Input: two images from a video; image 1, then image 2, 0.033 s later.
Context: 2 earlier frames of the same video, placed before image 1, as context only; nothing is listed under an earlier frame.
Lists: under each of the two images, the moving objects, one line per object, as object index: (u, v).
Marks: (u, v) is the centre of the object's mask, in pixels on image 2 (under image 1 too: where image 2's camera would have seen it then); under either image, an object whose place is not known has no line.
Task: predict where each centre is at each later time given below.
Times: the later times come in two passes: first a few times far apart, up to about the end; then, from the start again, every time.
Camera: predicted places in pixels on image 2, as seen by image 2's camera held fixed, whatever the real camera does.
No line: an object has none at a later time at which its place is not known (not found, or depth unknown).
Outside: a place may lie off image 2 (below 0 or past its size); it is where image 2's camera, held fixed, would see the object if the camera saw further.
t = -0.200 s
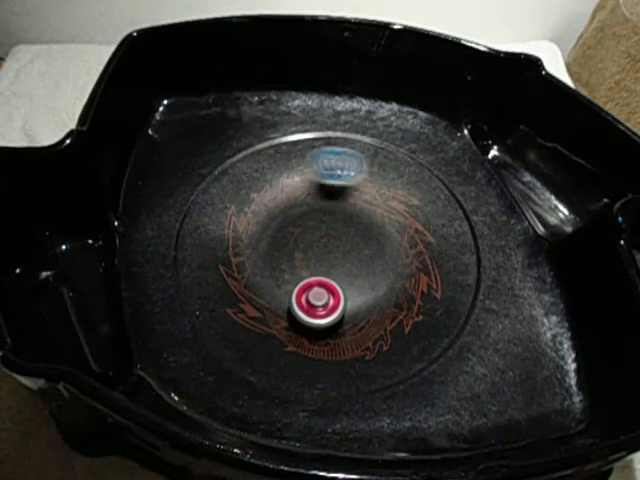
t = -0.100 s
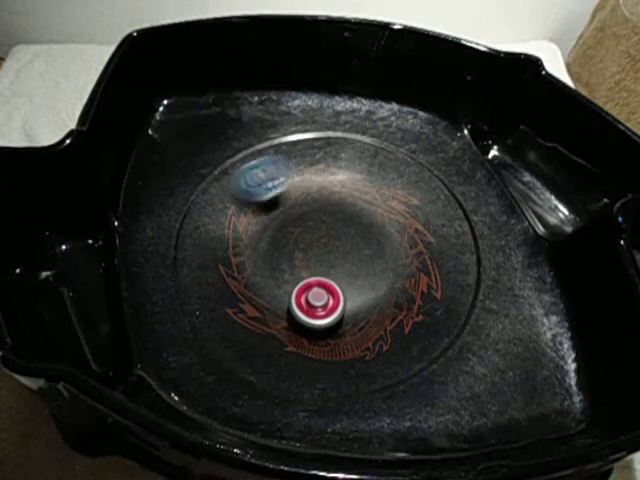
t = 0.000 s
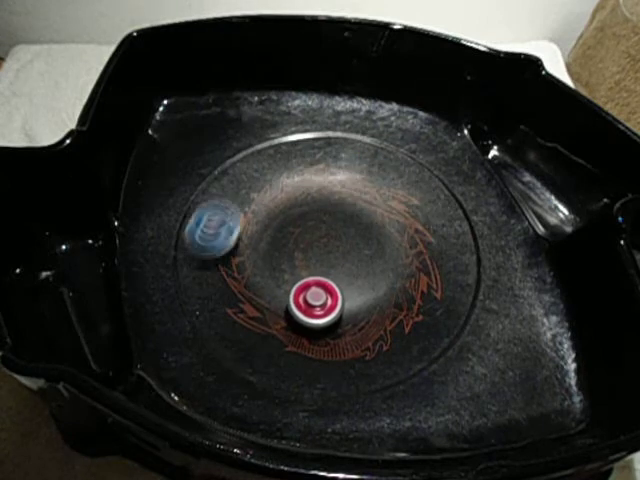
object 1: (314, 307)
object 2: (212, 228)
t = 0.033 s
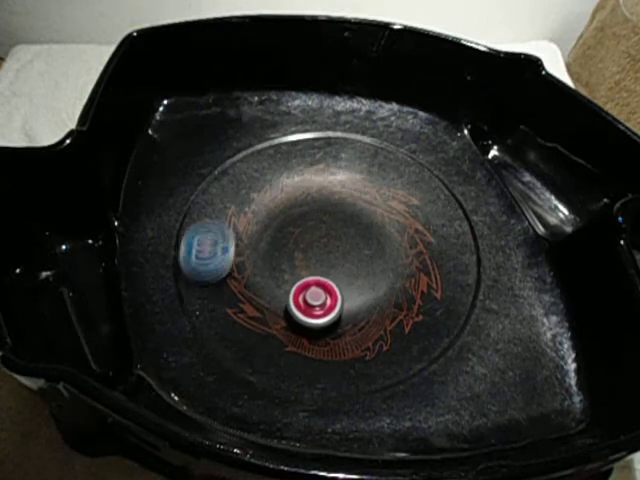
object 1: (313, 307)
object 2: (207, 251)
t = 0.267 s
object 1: (308, 305)
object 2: (328, 364)
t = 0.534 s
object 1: (301, 302)
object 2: (439, 238)
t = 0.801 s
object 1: (294, 300)
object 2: (271, 178)
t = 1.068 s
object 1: (291, 298)
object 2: (240, 331)
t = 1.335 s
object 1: (289, 298)
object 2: (429, 314)
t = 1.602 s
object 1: (289, 298)
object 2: (354, 176)
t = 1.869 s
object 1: (291, 299)
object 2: (209, 255)
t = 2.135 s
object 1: (297, 302)
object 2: (349, 359)
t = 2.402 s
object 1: (306, 304)
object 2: (419, 221)
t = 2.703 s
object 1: (317, 307)
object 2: (234, 205)
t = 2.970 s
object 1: (322, 306)
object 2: (280, 347)
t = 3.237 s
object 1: (320, 308)
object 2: (431, 263)
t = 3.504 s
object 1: (320, 308)
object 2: (299, 173)
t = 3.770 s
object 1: (320, 308)
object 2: (227, 296)
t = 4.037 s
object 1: (329, 285)
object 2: (392, 372)
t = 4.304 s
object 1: (312, 288)
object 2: (422, 237)
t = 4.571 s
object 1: (290, 301)
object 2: (279, 220)
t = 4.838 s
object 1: (299, 305)
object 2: (211, 332)
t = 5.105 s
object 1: (311, 307)
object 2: (380, 327)
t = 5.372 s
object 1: (315, 307)
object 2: (342, 207)
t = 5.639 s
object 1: (312, 305)
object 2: (218, 202)
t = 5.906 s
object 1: (317, 301)
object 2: (252, 317)
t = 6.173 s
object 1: (407, 264)
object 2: (370, 309)
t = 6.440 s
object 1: (392, 229)
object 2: (304, 250)
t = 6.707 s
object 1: (378, 227)
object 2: (236, 281)
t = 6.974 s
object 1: (380, 238)
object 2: (361, 296)
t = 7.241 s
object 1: (384, 186)
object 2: (306, 303)
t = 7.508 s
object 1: (325, 206)
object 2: (351, 292)
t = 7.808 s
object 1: (317, 253)
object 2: (266, 282)
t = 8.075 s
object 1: (320, 266)
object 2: (341, 331)
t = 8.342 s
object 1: (307, 291)
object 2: (353, 255)
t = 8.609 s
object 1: (302, 310)
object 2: (266, 221)
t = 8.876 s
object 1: (318, 311)
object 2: (257, 302)
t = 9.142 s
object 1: (431, 280)
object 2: (287, 288)
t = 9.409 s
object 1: (401, 224)
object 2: (250, 279)
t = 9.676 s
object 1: (358, 224)
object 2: (284, 233)
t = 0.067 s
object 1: (313, 307)
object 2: (208, 273)
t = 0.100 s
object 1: (312, 306)
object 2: (214, 296)
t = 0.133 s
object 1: (312, 306)
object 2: (226, 318)
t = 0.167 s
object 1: (311, 306)
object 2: (245, 337)
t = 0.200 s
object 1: (311, 305)
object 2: (271, 352)
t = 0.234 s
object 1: (309, 304)
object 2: (298, 360)
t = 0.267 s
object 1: (308, 305)
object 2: (328, 364)
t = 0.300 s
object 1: (307, 305)
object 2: (356, 362)
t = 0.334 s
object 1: (306, 305)
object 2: (383, 354)
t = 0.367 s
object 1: (305, 304)
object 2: (406, 341)
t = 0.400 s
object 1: (304, 304)
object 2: (425, 324)
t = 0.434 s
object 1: (303, 304)
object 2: (439, 304)
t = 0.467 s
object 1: (302, 303)
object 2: (446, 282)
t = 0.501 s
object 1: (302, 303)
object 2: (446, 260)
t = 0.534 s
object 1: (301, 302)
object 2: (439, 238)
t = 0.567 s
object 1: (299, 302)
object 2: (430, 219)
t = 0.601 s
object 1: (298, 302)
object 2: (411, 200)
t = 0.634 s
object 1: (298, 301)
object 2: (394, 186)
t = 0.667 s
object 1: (296, 301)
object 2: (371, 177)
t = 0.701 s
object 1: (296, 301)
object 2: (346, 171)
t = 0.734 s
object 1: (295, 300)
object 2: (320, 169)
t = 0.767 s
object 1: (295, 300)
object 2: (294, 171)
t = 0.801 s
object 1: (294, 300)
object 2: (271, 178)
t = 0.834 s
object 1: (293, 300)
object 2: (252, 188)
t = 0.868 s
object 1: (293, 299)
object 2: (235, 204)
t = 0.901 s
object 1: (292, 300)
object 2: (220, 225)
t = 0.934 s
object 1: (291, 299)
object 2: (212, 245)
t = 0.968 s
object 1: (291, 299)
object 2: (210, 267)
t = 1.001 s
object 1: (291, 299)
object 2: (214, 290)
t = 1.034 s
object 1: (290, 299)
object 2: (224, 312)
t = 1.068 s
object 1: (291, 298)
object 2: (240, 331)
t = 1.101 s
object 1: (291, 297)
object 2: (262, 347)
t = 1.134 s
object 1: (290, 297)
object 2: (288, 357)
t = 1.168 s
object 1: (290, 298)
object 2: (316, 362)
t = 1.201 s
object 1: (289, 298)
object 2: (344, 363)
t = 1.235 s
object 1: (289, 298)
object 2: (371, 358)
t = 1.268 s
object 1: (289, 298)
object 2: (394, 347)
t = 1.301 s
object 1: (289, 298)
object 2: (414, 331)
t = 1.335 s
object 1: (289, 298)
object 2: (429, 314)
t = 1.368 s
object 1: (289, 298)
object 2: (439, 292)
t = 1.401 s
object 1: (289, 297)
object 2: (441, 271)
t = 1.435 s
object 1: (289, 297)
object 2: (438, 250)
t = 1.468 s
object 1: (289, 297)
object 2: (429, 229)
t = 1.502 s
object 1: (289, 297)
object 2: (415, 211)
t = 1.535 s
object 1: (289, 297)
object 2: (398, 196)
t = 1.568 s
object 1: (289, 297)
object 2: (377, 183)
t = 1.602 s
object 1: (289, 298)
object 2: (354, 176)
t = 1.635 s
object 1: (290, 298)
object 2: (328, 171)
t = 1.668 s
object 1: (290, 298)
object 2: (302, 172)
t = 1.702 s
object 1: (290, 298)
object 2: (281, 176)
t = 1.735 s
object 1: (291, 298)
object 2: (259, 185)
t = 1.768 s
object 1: (291, 298)
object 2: (240, 199)
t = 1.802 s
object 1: (291, 298)
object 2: (225, 216)
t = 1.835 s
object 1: (291, 299)
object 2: (214, 234)
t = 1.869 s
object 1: (291, 299)
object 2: (209, 255)
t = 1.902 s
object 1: (291, 299)
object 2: (210, 277)
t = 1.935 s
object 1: (292, 299)
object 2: (215, 298)
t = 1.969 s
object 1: (293, 300)
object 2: (227, 319)
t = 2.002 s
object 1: (294, 299)
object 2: (245, 336)
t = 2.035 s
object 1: (295, 299)
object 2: (268, 349)
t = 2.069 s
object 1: (295, 300)
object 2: (294, 358)
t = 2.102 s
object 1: (296, 301)
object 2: (322, 361)
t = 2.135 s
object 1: (297, 302)
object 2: (349, 359)
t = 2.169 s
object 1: (298, 302)
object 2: (375, 352)
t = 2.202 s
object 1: (300, 302)
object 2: (398, 339)
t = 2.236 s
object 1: (301, 303)
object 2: (415, 322)
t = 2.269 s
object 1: (302, 303)
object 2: (428, 303)
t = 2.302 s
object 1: (303, 304)
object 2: (434, 282)
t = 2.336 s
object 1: (304, 304)
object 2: (434, 260)
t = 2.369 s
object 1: (305, 304)
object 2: (428, 238)
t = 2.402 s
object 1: (306, 304)
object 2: (419, 221)
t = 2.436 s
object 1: (308, 305)
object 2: (403, 204)
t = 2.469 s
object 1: (309, 305)
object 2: (385, 190)
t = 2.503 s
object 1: (310, 306)
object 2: (364, 180)
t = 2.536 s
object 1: (312, 306)
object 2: (341, 174)
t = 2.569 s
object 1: (313, 306)
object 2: (316, 172)
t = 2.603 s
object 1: (314, 306)
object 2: (294, 174)
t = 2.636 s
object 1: (315, 306)
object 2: (270, 180)
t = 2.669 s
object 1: (316, 306)
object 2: (251, 190)
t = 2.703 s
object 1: (317, 307)
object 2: (234, 205)
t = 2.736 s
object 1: (319, 307)
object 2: (221, 222)
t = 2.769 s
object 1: (319, 307)
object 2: (213, 241)
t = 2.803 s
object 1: (320, 307)
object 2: (211, 261)
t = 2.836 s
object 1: (321, 307)
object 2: (214, 282)
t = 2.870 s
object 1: (321, 307)
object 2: (222, 302)
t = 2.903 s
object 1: (321, 308)
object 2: (236, 321)
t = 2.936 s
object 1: (321, 308)
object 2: (256, 336)
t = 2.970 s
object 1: (322, 306)
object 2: (280, 347)
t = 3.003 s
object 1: (322, 303)
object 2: (307, 353)
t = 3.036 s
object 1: (320, 303)
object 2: (336, 353)
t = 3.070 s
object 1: (320, 306)
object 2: (363, 348)
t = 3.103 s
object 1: (320, 307)
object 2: (386, 337)
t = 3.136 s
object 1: (320, 307)
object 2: (406, 323)
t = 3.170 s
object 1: (320, 307)
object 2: (421, 305)
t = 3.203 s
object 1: (320, 308)
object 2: (429, 284)
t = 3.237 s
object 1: (320, 308)
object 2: (431, 263)
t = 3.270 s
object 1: (320, 308)
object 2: (427, 242)
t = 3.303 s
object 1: (320, 308)
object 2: (419, 224)
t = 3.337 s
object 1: (320, 307)
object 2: (406, 207)
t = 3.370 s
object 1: (320, 308)
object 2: (389, 192)
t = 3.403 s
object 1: (319, 308)
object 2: (368, 181)
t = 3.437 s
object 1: (320, 308)
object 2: (347, 175)
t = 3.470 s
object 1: (320, 308)
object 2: (322, 171)
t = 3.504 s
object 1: (320, 308)
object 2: (299, 173)
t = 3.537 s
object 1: (320, 308)
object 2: (277, 178)
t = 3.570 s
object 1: (320, 308)
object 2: (258, 187)
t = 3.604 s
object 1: (320, 308)
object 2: (242, 201)
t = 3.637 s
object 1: (320, 308)
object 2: (229, 216)
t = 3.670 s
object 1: (320, 308)
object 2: (219, 235)
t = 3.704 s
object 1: (320, 308)
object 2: (216, 255)
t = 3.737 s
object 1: (320, 308)
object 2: (219, 276)
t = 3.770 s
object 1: (320, 308)
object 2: (227, 296)
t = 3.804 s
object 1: (320, 308)
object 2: (240, 315)
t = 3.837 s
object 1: (320, 308)
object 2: (258, 331)
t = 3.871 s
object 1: (322, 305)
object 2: (281, 341)
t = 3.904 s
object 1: (323, 301)
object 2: (306, 350)
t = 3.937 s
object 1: (325, 297)
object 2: (326, 365)
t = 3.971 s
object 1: (327, 291)
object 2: (345, 374)
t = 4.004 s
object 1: (329, 287)
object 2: (367, 378)
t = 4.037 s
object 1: (329, 285)
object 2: (392, 372)
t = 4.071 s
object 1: (328, 284)
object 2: (417, 359)
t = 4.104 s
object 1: (327, 284)
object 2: (440, 340)
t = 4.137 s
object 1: (325, 284)
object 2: (454, 320)
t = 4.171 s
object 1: (323, 285)
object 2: (458, 302)
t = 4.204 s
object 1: (321, 285)
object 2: (456, 284)
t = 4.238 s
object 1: (318, 286)
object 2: (448, 267)
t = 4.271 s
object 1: (315, 288)
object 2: (436, 251)
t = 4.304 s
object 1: (312, 288)
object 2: (422, 237)
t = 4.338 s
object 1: (309, 290)
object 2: (403, 224)
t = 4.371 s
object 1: (306, 291)
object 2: (383, 215)
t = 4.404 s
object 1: (303, 292)
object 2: (362, 211)
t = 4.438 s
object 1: (300, 294)
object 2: (344, 210)
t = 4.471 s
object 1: (297, 295)
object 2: (326, 212)
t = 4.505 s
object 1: (293, 298)
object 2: (310, 214)
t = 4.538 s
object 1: (291, 300)
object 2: (294, 217)
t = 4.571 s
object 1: (290, 301)
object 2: (279, 220)
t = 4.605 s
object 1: (290, 302)
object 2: (262, 224)
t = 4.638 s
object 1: (290, 302)
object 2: (242, 231)
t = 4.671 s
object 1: (291, 303)
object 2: (228, 243)
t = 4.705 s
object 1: (292, 303)
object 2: (218, 258)
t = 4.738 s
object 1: (294, 304)
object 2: (211, 277)
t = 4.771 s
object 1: (295, 304)
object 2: (207, 295)
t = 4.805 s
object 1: (297, 305)
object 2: (207, 314)
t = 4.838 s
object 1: (299, 305)
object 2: (211, 332)
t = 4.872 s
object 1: (301, 305)
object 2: (226, 348)
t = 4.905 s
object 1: (302, 306)
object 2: (249, 362)
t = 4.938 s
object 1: (304, 306)
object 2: (278, 370)
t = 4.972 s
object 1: (306, 307)
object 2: (306, 371)
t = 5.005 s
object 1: (307, 307)
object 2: (329, 365)
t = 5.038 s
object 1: (308, 307)
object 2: (349, 356)
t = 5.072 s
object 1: (309, 307)
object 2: (367, 342)
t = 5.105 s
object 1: (311, 307)
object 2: (380, 327)
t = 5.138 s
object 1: (312, 307)
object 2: (390, 307)
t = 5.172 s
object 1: (312, 307)
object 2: (394, 287)
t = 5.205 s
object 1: (313, 307)
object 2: (392, 269)
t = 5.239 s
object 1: (314, 307)
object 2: (386, 252)
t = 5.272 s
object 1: (315, 307)
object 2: (376, 240)
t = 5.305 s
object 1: (315, 307)
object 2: (364, 227)
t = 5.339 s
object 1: (315, 307)
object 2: (354, 217)
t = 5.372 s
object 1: (315, 307)
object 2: (342, 207)
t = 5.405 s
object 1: (315, 306)
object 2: (331, 199)
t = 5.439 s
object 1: (315, 306)
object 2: (319, 191)
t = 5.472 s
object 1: (315, 306)
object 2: (301, 183)
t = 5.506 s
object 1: (315, 306)
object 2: (283, 180)
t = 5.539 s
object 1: (314, 306)
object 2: (264, 180)
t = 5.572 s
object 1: (314, 306)
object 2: (249, 184)
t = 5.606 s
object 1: (313, 306)
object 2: (232, 192)
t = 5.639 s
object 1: (312, 305)
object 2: (218, 202)
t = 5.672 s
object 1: (312, 305)
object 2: (207, 214)
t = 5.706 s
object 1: (311, 305)
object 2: (199, 229)
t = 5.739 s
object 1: (311, 305)
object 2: (197, 245)
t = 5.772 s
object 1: (310, 305)
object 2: (202, 262)
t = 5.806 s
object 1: (310, 305)
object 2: (210, 277)
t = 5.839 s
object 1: (309, 305)
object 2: (224, 293)
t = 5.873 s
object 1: (309, 305)
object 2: (242, 305)
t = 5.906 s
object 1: (317, 301)
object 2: (252, 317)
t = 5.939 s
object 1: (338, 297)
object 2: (256, 327)
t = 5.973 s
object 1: (354, 294)
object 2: (270, 335)
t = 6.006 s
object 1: (367, 290)
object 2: (290, 337)
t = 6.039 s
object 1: (378, 289)
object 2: (312, 336)
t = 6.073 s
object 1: (385, 287)
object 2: (333, 331)
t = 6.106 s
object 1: (392, 283)
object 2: (352, 323)
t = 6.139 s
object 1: (400, 273)
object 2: (363, 318)
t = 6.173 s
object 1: (407, 264)
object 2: (370, 309)
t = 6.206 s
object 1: (411, 255)
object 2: (374, 297)
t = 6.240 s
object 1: (411, 249)
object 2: (373, 284)
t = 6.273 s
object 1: (409, 244)
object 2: (367, 275)
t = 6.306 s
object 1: (406, 240)
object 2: (357, 268)
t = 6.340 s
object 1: (403, 237)
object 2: (345, 262)
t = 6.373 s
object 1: (399, 234)
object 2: (332, 258)
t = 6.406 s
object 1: (396, 231)
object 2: (319, 254)
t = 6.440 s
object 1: (392, 229)
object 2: (304, 250)
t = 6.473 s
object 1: (390, 227)
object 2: (290, 247)
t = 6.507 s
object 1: (387, 226)
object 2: (278, 245)
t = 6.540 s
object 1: (385, 225)
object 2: (265, 243)
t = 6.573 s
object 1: (383, 225)
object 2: (251, 243)
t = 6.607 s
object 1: (381, 225)
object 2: (241, 247)
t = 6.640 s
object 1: (379, 225)
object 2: (235, 254)
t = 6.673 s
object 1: (378, 226)
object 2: (233, 266)
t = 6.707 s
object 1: (378, 227)
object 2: (236, 281)
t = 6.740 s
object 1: (377, 228)
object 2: (243, 295)
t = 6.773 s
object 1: (377, 229)
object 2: (255, 308)
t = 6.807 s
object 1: (376, 231)
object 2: (272, 318)
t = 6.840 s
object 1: (376, 229)
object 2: (291, 322)
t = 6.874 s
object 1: (376, 230)
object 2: (313, 322)
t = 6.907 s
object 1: (377, 231)
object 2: (333, 317)
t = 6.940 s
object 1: (378, 233)
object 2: (350, 308)
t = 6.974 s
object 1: (380, 238)
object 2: (361, 296)
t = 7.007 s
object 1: (381, 236)
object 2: (365, 284)
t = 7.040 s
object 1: (389, 229)
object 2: (360, 285)
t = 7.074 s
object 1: (398, 213)
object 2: (350, 291)
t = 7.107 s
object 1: (402, 201)
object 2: (341, 294)
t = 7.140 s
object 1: (402, 195)
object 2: (332, 296)
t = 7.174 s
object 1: (399, 190)
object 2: (323, 297)
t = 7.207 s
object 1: (392, 187)
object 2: (313, 300)
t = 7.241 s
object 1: (384, 186)
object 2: (306, 303)
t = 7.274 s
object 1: (374, 186)
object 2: (303, 307)
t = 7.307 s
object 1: (362, 188)
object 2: (307, 310)
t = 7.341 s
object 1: (351, 189)
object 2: (315, 312)
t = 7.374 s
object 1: (343, 193)
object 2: (326, 313)
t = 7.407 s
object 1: (335, 197)
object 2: (338, 310)
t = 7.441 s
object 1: (330, 200)
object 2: (348, 304)
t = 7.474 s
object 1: (327, 203)
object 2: (352, 298)
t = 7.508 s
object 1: (325, 206)
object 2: (351, 292)
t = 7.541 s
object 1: (325, 209)
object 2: (346, 288)
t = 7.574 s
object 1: (325, 213)
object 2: (338, 285)
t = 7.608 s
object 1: (326, 217)
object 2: (328, 282)
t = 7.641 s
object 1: (325, 223)
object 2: (318, 280)
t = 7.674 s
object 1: (324, 227)
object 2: (306, 279)
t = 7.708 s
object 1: (323, 233)
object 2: (295, 279)
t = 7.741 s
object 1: (322, 238)
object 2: (284, 279)
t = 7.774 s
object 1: (320, 243)
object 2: (274, 280)
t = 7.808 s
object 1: (317, 253)
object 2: (266, 282)
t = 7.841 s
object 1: (315, 258)
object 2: (263, 287)
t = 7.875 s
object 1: (313, 259)
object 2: (266, 294)
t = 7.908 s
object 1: (311, 263)
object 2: (275, 303)
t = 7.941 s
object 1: (312, 264)
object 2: (284, 315)
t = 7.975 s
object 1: (315, 265)
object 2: (294, 326)
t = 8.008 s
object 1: (318, 264)
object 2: (308, 332)
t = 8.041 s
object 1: (319, 264)
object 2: (325, 333)
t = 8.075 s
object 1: (320, 266)
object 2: (341, 331)
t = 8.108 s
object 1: (319, 268)
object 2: (357, 326)
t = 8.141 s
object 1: (319, 271)
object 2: (369, 316)
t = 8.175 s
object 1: (317, 274)
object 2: (378, 304)
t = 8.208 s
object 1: (316, 278)
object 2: (380, 290)
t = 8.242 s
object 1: (314, 281)
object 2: (379, 278)
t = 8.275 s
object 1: (312, 284)
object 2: (372, 269)
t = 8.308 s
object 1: (310, 287)
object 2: (363, 262)
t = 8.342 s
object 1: (307, 291)
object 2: (353, 255)
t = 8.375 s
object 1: (304, 295)
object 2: (343, 248)
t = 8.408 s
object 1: (302, 299)
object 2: (332, 243)
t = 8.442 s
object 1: (301, 302)
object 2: (321, 238)
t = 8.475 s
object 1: (300, 304)
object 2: (311, 233)
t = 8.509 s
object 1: (300, 306)
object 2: (299, 229)
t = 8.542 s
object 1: (300, 308)
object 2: (288, 226)
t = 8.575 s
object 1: (301, 309)
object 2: (278, 223)
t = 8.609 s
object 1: (302, 310)
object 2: (266, 221)
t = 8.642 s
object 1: (303, 311)
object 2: (254, 223)
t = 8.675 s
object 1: (305, 312)
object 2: (245, 229)
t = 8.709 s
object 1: (307, 312)
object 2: (237, 239)
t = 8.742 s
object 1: (309, 312)
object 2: (234, 251)
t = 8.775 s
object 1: (310, 312)
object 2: (234, 265)
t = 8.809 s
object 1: (313, 312)
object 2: (239, 279)
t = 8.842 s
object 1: (314, 312)
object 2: (248, 292)
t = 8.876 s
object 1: (318, 311)
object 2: (257, 302)
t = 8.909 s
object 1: (335, 312)
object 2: (261, 308)
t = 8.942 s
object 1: (348, 312)
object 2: (271, 313)
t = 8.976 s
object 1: (357, 311)
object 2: (287, 316)
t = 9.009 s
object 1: (364, 309)
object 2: (302, 315)
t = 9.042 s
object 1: (382, 303)
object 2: (304, 311)
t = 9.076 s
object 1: (405, 295)
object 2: (300, 305)
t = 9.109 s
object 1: (421, 288)
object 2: (295, 296)
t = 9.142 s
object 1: (431, 280)
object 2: (287, 288)
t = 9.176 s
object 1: (434, 273)
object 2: (277, 279)
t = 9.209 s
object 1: (434, 265)
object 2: (267, 271)
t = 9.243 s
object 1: (432, 256)
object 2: (257, 265)
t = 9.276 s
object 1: (428, 249)
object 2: (249, 261)
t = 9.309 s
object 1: (423, 242)
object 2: (244, 261)
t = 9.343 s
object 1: (417, 235)
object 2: (242, 265)
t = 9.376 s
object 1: (410, 229)
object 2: (244, 272)
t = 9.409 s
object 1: (401, 224)
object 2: (250, 279)
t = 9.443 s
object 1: (392, 221)
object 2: (261, 284)
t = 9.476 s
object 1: (384, 219)
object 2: (271, 284)
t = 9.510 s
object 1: (376, 219)
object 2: (278, 279)
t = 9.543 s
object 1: (370, 219)
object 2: (282, 272)
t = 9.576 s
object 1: (365, 220)
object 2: (283, 262)
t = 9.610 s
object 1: (362, 221)
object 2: (284, 252)
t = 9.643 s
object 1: (360, 223)
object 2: (284, 243)
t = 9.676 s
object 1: (358, 224)
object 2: (284, 233)
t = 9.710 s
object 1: (357, 226)
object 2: (285, 224)
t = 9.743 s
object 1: (357, 228)
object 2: (285, 215)
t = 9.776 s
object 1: (356, 231)
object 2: (285, 207)
